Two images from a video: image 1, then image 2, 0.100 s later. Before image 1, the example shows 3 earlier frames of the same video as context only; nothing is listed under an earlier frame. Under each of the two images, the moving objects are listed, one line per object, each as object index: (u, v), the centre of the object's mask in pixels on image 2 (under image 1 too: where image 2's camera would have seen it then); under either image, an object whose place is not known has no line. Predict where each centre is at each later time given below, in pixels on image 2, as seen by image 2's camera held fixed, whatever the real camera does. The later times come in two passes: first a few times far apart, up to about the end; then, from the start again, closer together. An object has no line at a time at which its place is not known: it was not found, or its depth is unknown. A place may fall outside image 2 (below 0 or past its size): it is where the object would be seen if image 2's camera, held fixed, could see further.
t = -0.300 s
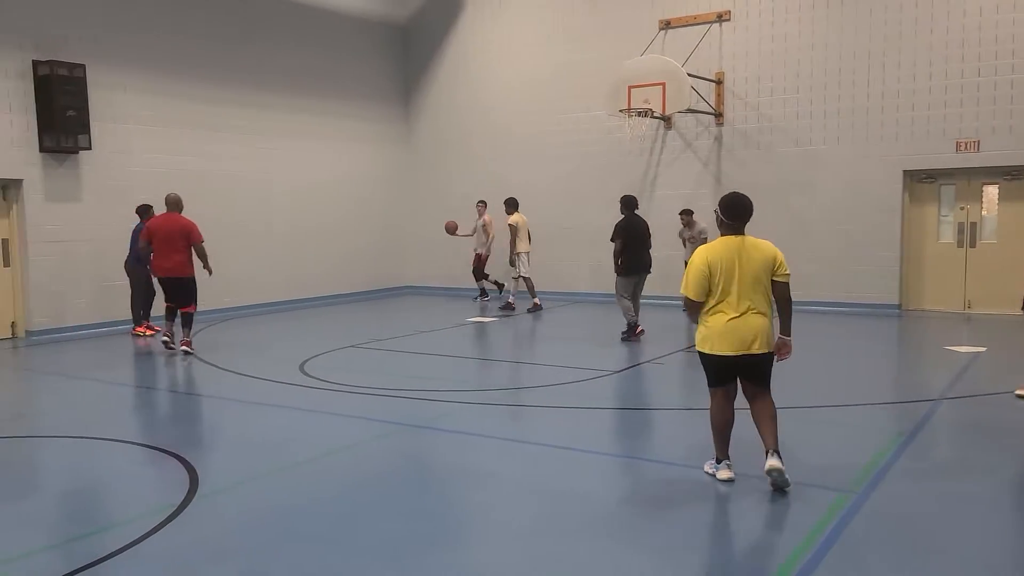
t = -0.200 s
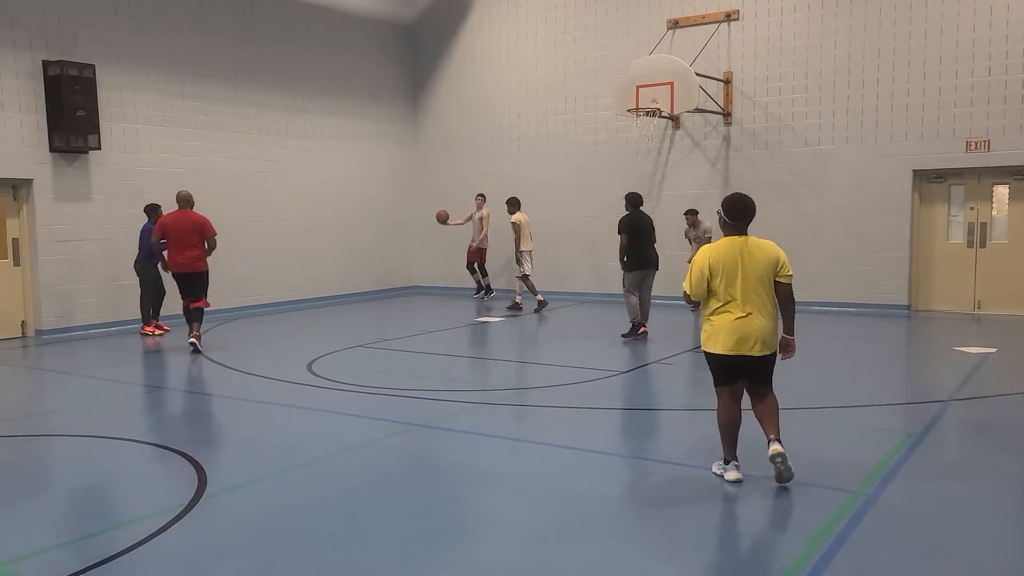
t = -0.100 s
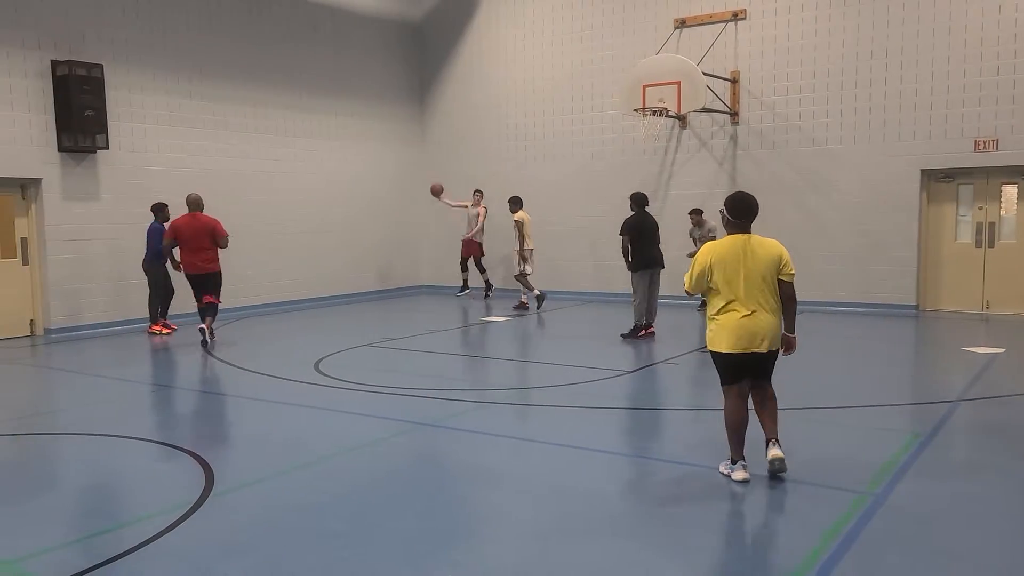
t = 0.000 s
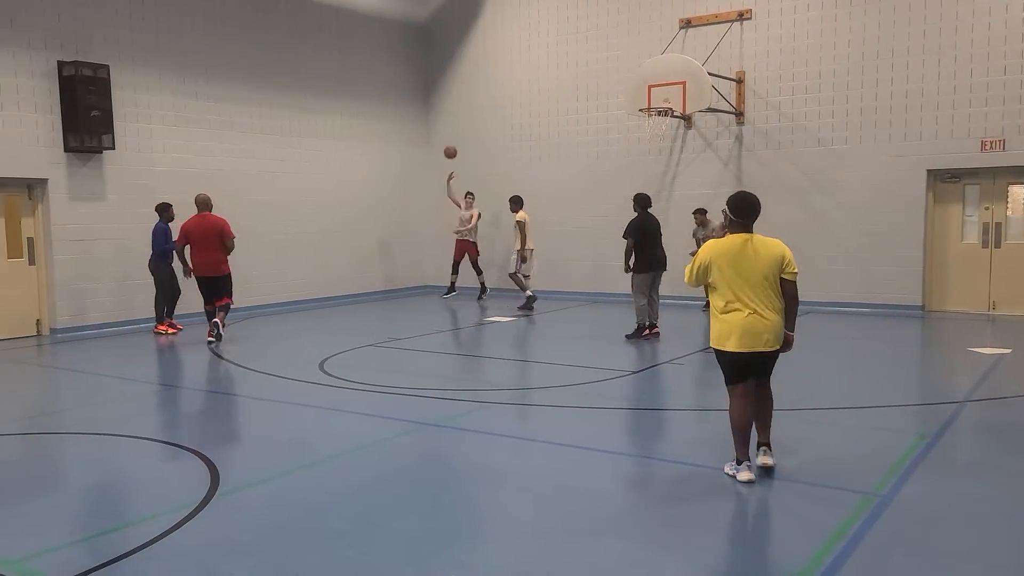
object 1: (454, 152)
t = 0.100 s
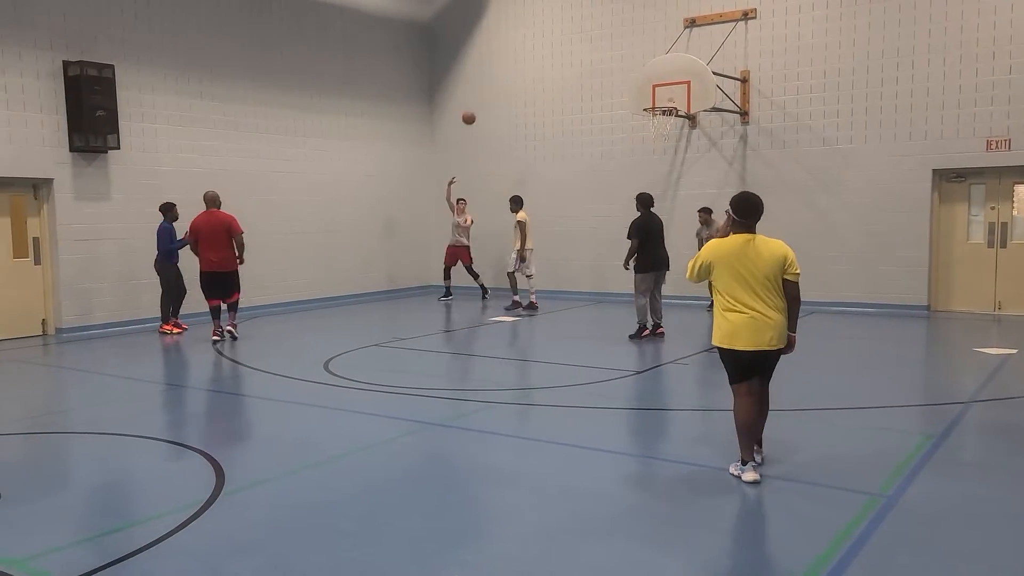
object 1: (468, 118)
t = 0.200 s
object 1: (483, 88)
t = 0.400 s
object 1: (514, 43)
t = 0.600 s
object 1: (547, 19)
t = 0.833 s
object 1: (588, 22)
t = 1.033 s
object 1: (625, 54)
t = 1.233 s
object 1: (662, 100)
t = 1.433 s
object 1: (674, 99)
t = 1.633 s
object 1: (662, 100)
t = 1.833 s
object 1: (649, 99)
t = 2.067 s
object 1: (633, 118)
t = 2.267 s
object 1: (621, 164)
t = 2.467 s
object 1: (609, 236)
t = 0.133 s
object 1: (473, 107)
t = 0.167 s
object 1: (478, 98)
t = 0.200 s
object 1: (483, 88)
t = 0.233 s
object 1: (488, 79)
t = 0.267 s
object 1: (493, 71)
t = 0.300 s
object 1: (498, 63)
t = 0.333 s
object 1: (503, 56)
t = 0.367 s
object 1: (509, 49)
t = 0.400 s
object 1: (514, 43)
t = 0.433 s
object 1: (519, 38)
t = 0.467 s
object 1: (525, 32)
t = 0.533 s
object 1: (535, 25)
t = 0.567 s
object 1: (541, 22)
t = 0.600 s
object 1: (547, 19)
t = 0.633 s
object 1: (552, 18)
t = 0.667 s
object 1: (558, 16)
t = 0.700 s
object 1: (564, 16)
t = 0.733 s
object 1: (570, 16)
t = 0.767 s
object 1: (576, 18)
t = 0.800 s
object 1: (581, 20)
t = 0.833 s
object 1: (588, 22)
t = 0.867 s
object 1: (594, 26)
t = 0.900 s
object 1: (600, 30)
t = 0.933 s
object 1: (606, 34)
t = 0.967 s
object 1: (612, 40)
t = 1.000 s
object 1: (618, 47)
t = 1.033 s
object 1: (625, 54)
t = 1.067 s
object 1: (631, 62)
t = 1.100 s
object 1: (638, 71)
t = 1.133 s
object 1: (644, 80)
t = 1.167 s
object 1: (651, 91)
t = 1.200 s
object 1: (657, 102)
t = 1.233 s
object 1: (662, 100)
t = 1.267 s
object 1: (666, 99)
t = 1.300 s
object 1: (671, 100)
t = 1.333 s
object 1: (675, 100)
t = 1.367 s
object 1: (678, 100)
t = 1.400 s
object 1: (676, 99)
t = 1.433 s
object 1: (674, 99)
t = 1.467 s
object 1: (673, 100)
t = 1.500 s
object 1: (671, 101)
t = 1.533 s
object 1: (669, 100)
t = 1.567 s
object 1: (667, 100)
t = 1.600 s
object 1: (664, 100)
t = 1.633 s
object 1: (662, 100)
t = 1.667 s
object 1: (659, 99)
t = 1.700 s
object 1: (657, 98)
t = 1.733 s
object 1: (655, 98)
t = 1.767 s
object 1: (653, 99)
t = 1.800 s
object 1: (651, 99)
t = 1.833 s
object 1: (649, 99)
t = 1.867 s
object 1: (646, 99)
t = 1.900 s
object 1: (645, 99)
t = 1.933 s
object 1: (643, 100)
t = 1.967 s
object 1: (641, 102)
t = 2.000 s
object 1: (639, 105)
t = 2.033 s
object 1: (635, 113)
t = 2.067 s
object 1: (633, 118)
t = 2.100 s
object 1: (631, 124)
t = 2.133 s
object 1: (628, 131)
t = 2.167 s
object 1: (627, 138)
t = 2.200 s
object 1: (625, 146)
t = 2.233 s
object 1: (623, 155)
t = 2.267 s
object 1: (621, 164)
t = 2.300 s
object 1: (619, 175)
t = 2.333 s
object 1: (616, 186)
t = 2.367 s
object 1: (615, 198)
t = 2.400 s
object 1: (613, 210)
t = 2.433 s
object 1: (611, 223)
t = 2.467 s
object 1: (609, 236)
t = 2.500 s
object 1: (608, 250)
